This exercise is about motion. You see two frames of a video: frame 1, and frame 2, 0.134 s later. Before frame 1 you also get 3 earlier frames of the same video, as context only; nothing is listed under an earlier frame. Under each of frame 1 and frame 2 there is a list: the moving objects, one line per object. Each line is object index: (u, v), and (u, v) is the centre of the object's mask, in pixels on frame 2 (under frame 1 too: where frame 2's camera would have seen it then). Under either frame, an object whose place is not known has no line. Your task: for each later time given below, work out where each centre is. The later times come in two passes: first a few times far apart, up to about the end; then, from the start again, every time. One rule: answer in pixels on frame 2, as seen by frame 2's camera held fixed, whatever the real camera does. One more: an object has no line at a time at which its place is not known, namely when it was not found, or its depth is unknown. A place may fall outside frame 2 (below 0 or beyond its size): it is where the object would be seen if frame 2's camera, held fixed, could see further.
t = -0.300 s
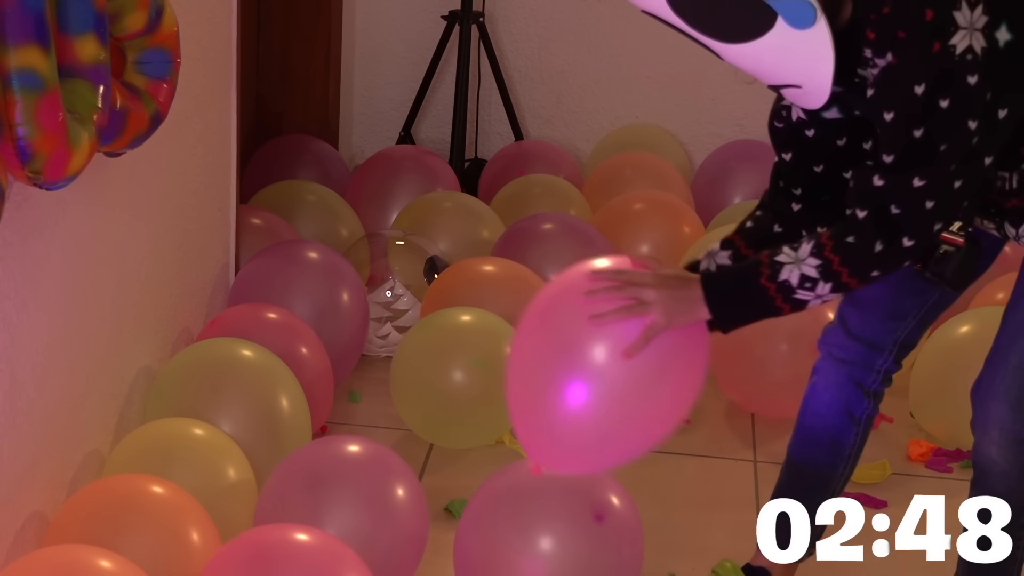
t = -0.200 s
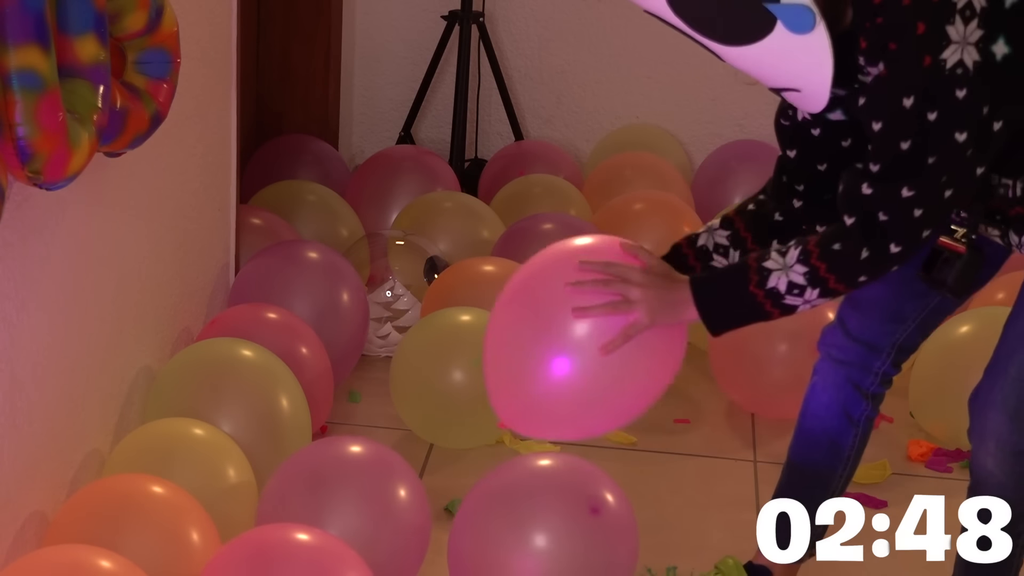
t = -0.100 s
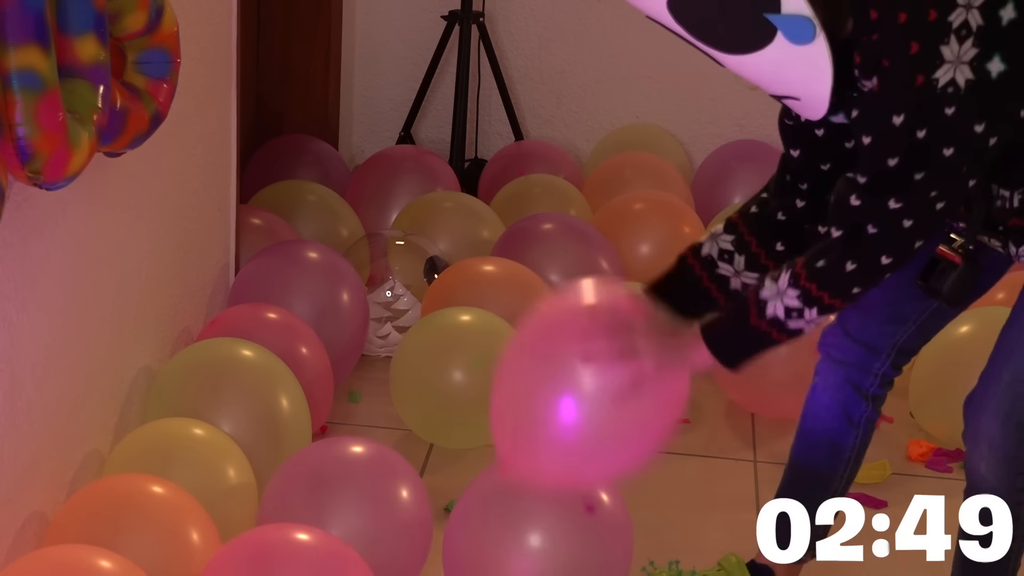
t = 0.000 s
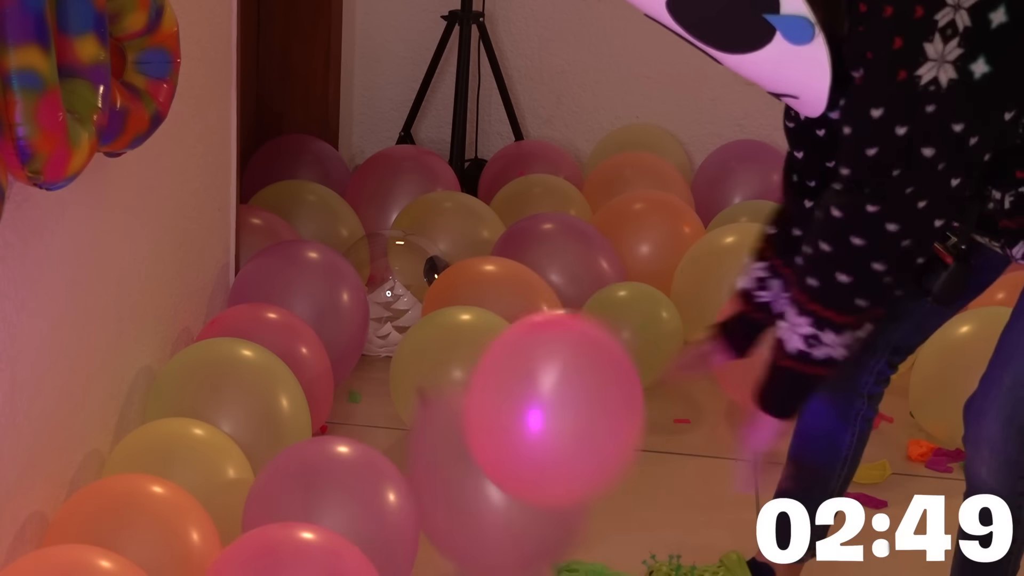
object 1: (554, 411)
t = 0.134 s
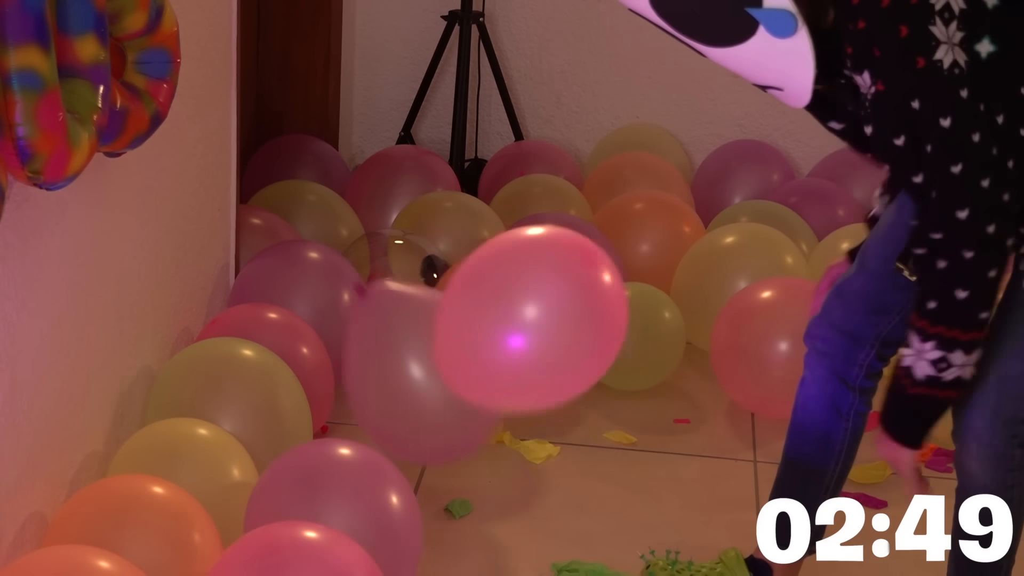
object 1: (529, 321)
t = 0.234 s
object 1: (510, 286)
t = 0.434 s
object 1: (470, 243)
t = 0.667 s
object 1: (421, 285)
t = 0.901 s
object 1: (384, 344)
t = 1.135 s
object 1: (388, 357)
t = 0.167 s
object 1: (524, 308)
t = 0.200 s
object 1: (516, 295)
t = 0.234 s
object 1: (510, 286)
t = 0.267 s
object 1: (500, 276)
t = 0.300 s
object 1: (494, 265)
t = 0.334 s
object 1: (487, 258)
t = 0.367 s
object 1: (480, 252)
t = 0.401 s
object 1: (473, 246)
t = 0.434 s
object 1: (470, 243)
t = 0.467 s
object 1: (465, 246)
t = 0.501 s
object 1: (458, 249)
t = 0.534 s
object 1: (450, 254)
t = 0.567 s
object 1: (443, 259)
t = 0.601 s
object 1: (437, 266)
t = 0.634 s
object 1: (430, 275)
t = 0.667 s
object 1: (421, 285)
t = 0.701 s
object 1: (413, 294)
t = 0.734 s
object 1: (406, 304)
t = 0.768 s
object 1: (400, 316)
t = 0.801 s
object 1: (393, 329)
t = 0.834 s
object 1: (386, 344)
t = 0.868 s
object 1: (383, 349)
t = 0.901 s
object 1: (384, 344)
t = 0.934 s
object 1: (387, 341)
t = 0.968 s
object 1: (389, 341)
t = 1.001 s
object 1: (391, 343)
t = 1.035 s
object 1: (392, 346)
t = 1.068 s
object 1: (391, 350)
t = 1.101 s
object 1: (390, 354)
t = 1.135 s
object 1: (388, 357)
